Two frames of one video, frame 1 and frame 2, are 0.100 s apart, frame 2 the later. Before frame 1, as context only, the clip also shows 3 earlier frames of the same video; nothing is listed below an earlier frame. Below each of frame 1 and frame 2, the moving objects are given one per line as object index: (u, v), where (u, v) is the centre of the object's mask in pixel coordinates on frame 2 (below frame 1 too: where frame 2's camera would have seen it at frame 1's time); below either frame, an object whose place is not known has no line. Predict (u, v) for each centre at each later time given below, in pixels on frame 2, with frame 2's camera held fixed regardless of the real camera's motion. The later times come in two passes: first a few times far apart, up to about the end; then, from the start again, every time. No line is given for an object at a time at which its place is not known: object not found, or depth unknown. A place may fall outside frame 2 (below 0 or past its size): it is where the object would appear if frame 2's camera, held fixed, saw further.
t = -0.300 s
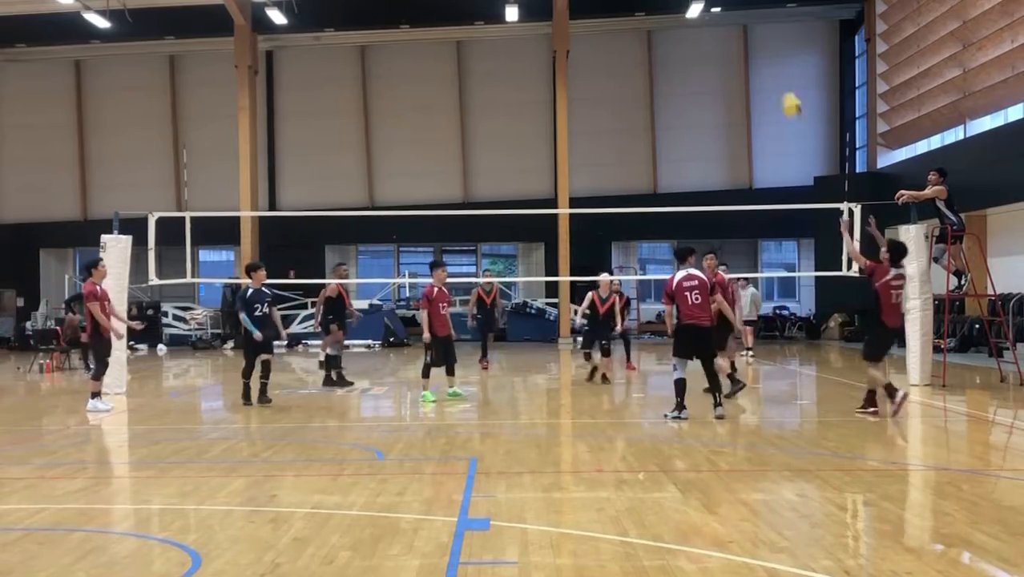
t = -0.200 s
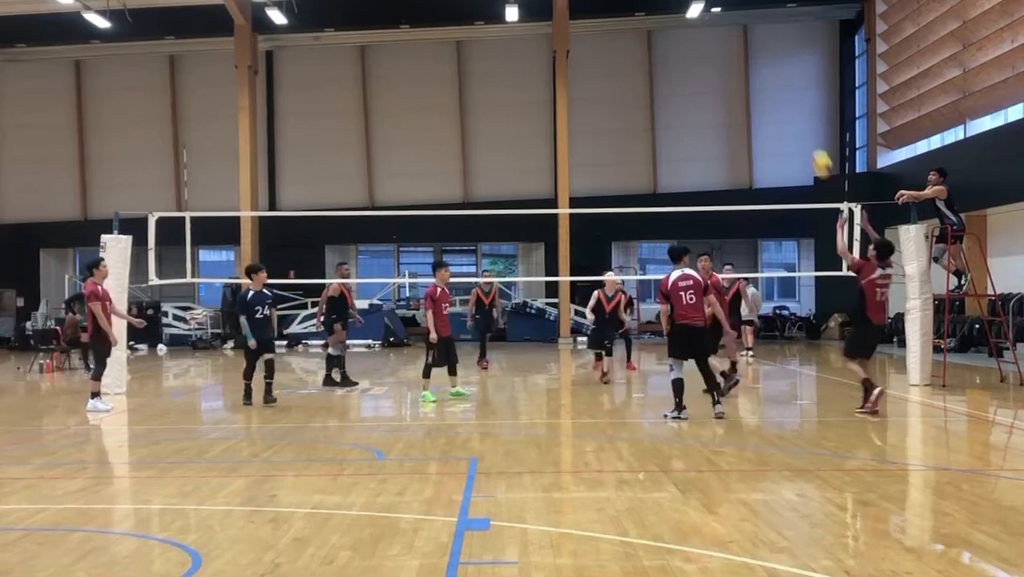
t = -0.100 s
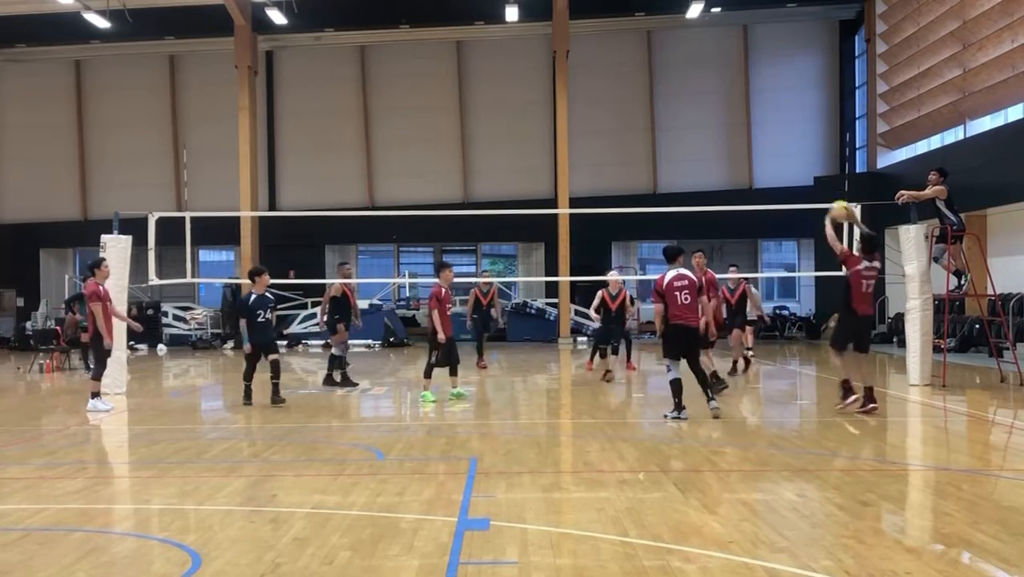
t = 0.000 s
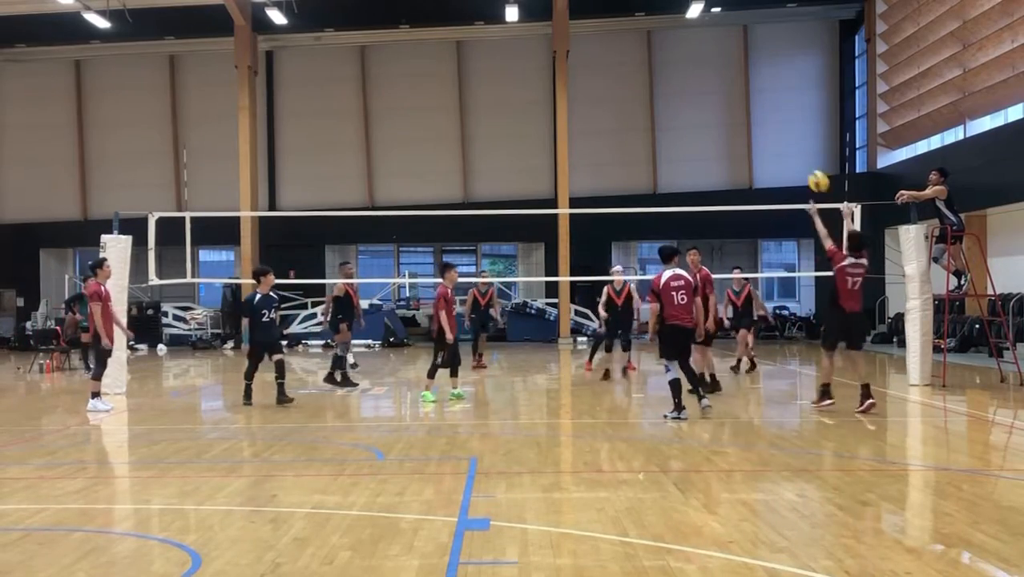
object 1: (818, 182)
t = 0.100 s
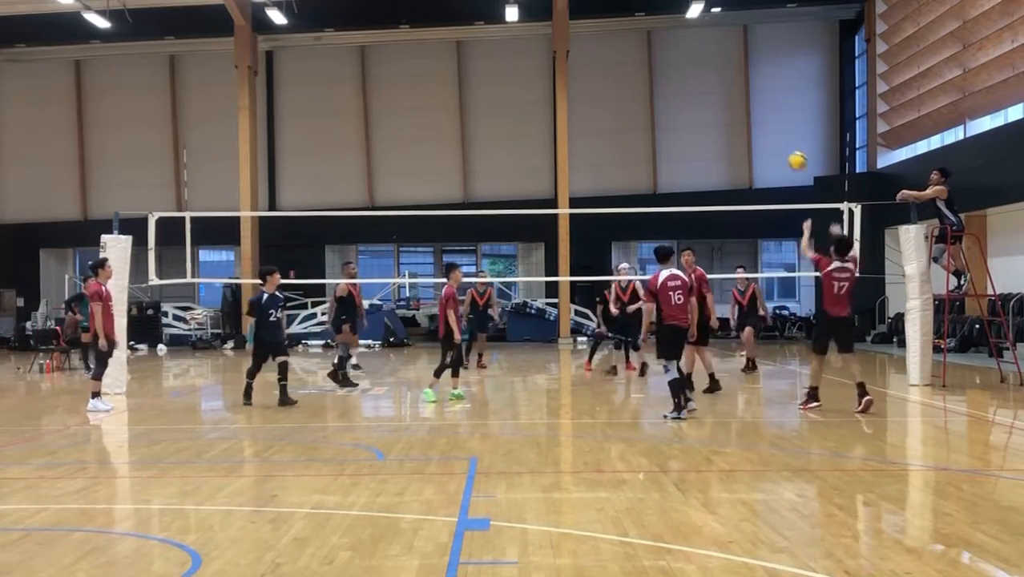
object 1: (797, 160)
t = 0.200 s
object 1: (778, 150)
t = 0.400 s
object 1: (746, 157)
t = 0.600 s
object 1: (721, 191)
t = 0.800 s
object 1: (705, 238)
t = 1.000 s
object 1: (702, 291)
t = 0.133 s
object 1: (790, 156)
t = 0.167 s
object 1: (784, 152)
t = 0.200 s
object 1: (778, 150)
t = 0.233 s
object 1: (772, 149)
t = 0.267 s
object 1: (767, 149)
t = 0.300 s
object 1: (762, 149)
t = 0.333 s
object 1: (756, 151)
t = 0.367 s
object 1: (750, 153)
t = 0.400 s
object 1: (746, 157)
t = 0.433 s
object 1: (742, 160)
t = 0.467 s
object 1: (738, 165)
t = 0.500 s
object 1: (733, 170)
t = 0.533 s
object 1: (730, 176)
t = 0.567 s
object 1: (725, 183)
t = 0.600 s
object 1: (721, 191)
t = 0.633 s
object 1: (717, 198)
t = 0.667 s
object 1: (714, 208)
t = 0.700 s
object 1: (711, 216)
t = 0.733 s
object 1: (708, 223)
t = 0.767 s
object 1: (707, 231)
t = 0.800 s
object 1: (705, 238)
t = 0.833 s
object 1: (703, 247)
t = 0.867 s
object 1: (703, 256)
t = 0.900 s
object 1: (702, 265)
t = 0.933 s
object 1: (702, 273)
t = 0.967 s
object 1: (702, 281)
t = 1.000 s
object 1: (702, 291)
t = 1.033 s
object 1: (703, 300)
